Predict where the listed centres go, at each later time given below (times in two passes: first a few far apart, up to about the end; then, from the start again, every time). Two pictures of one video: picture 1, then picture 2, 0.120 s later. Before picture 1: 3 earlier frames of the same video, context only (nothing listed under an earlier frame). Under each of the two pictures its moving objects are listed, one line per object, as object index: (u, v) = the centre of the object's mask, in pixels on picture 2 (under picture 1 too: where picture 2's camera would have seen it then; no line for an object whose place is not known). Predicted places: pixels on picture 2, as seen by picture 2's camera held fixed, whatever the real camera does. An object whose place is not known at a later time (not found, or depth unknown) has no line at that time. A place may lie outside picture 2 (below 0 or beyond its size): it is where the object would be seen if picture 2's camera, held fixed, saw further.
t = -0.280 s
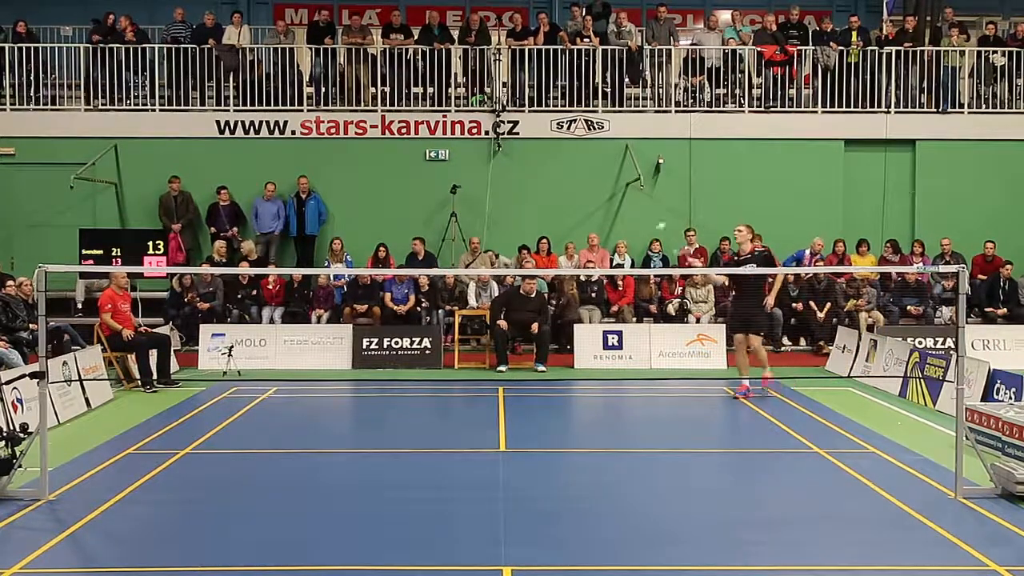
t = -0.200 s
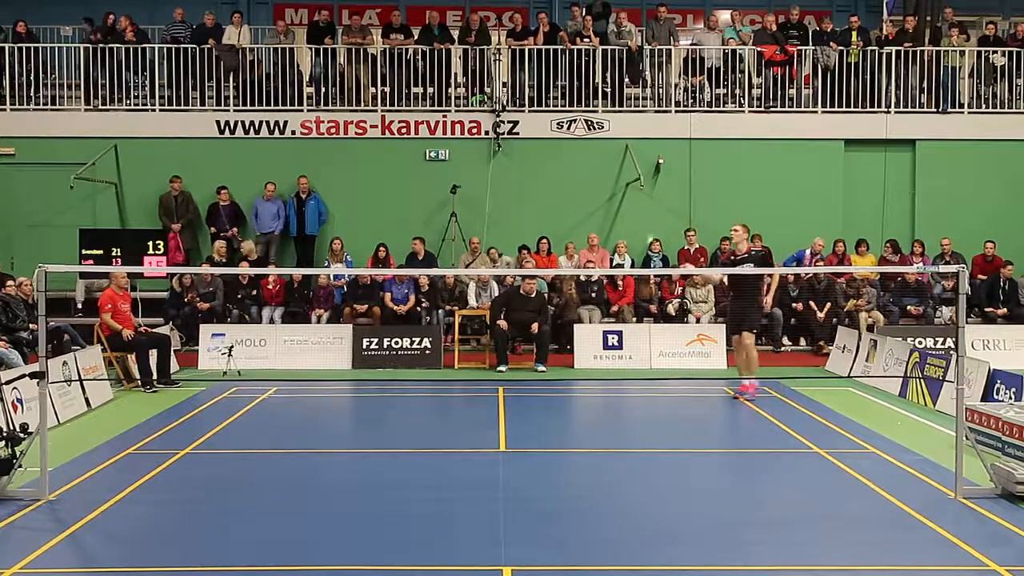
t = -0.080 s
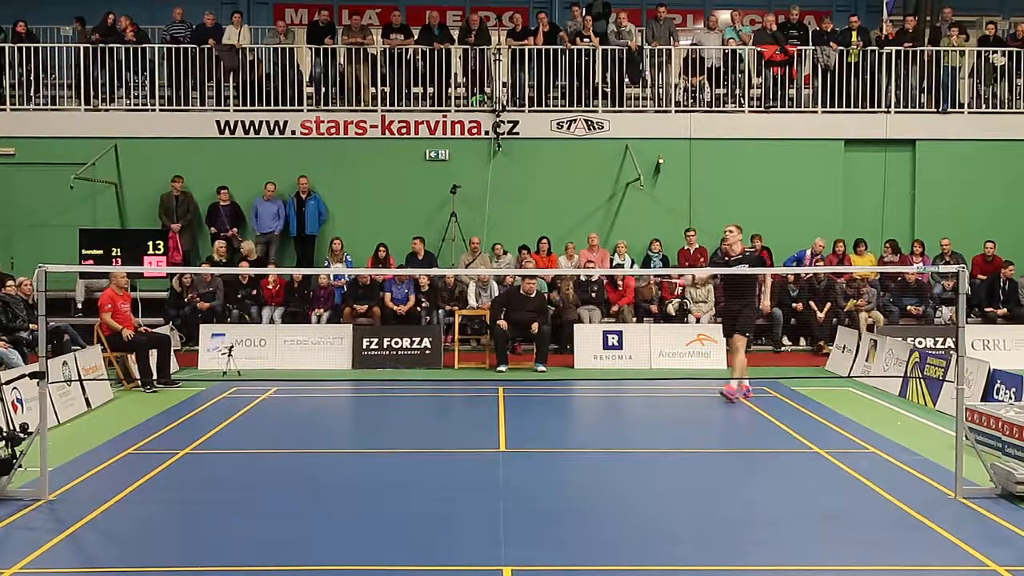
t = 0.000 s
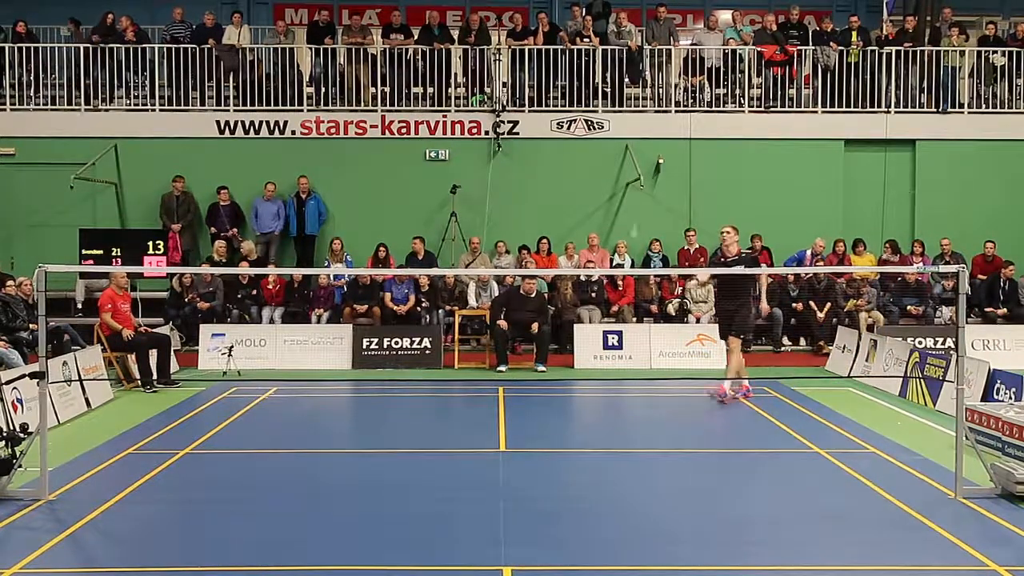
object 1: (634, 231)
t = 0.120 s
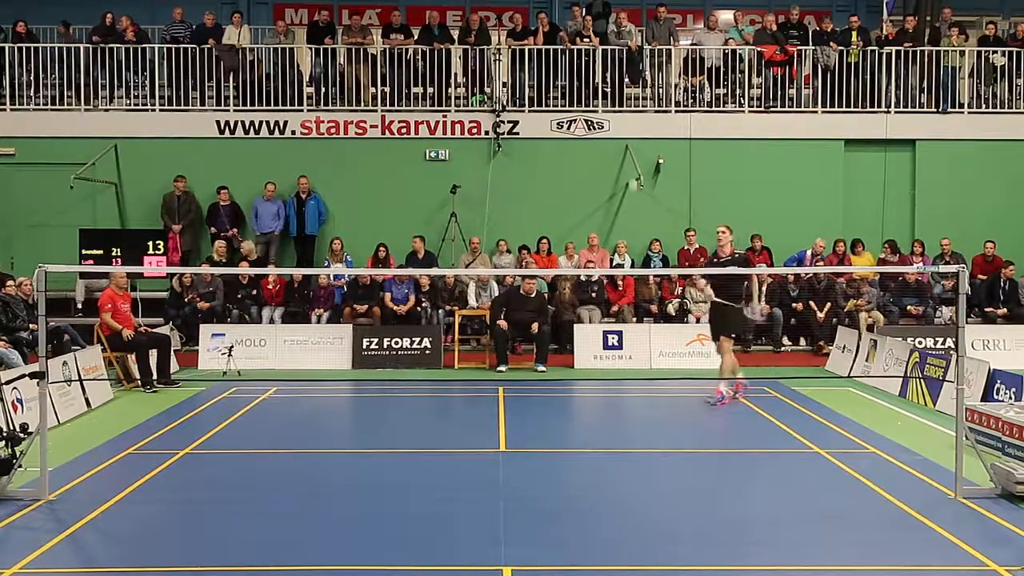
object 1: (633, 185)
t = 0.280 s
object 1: (628, 150)
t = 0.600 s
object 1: (608, 192)
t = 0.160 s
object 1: (631, 174)
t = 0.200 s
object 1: (630, 163)
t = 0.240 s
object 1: (630, 156)
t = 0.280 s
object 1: (628, 150)
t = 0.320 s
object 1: (627, 148)
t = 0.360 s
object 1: (625, 147)
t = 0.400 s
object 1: (623, 148)
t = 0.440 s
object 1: (620, 151)
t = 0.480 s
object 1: (618, 157)
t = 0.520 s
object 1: (614, 166)
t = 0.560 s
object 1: (611, 177)
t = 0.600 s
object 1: (608, 192)
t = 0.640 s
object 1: (604, 209)
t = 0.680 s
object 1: (601, 229)
